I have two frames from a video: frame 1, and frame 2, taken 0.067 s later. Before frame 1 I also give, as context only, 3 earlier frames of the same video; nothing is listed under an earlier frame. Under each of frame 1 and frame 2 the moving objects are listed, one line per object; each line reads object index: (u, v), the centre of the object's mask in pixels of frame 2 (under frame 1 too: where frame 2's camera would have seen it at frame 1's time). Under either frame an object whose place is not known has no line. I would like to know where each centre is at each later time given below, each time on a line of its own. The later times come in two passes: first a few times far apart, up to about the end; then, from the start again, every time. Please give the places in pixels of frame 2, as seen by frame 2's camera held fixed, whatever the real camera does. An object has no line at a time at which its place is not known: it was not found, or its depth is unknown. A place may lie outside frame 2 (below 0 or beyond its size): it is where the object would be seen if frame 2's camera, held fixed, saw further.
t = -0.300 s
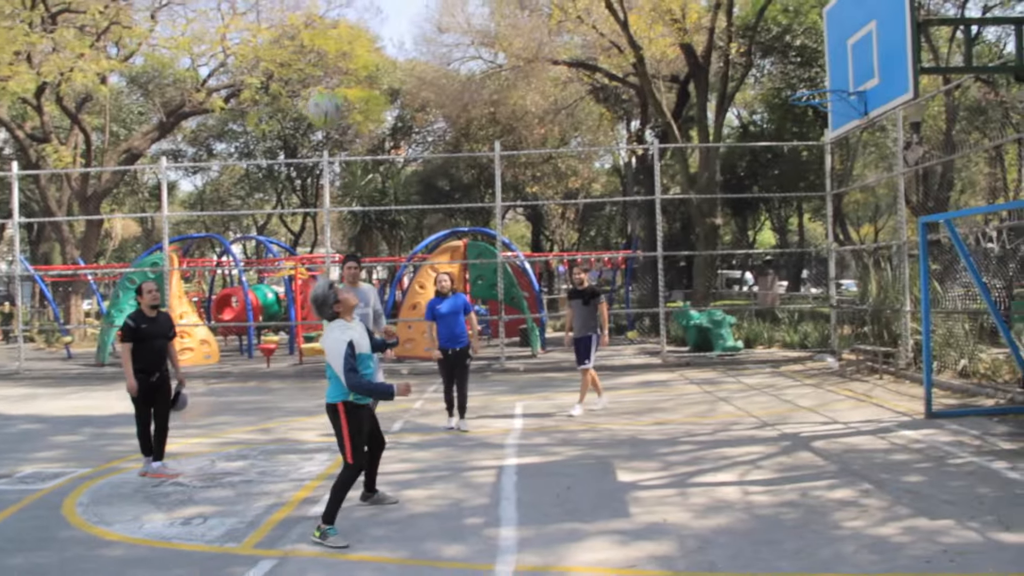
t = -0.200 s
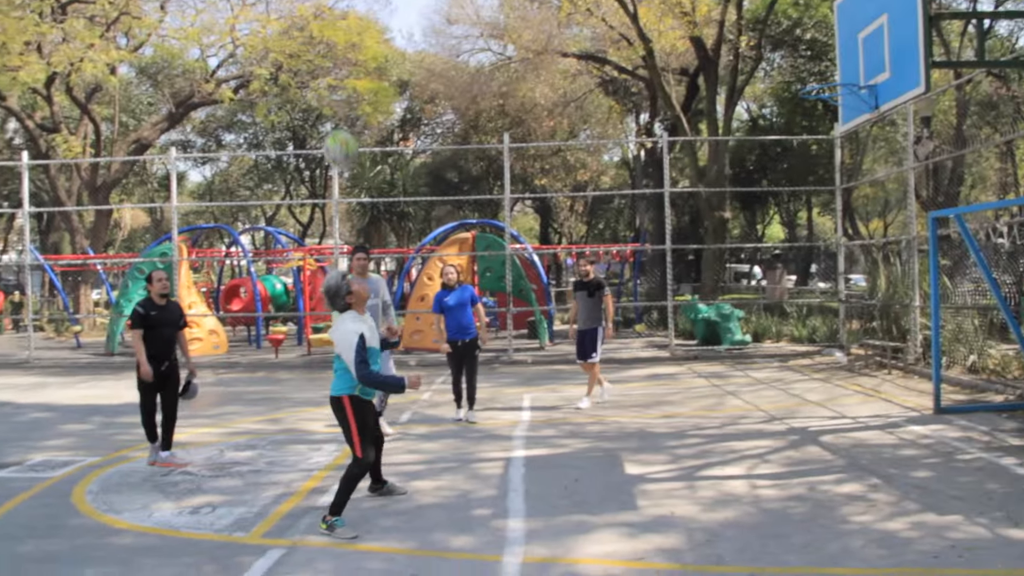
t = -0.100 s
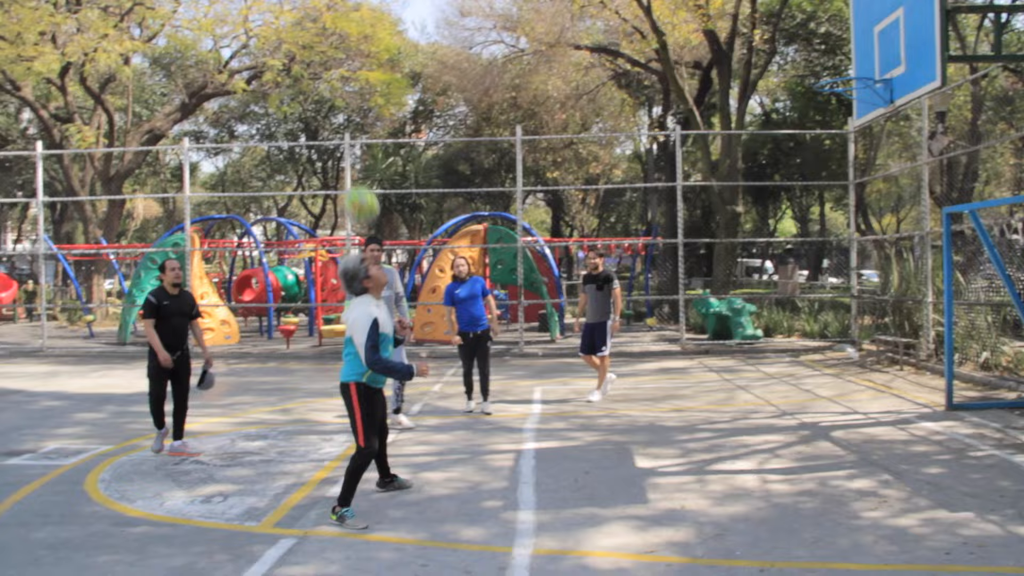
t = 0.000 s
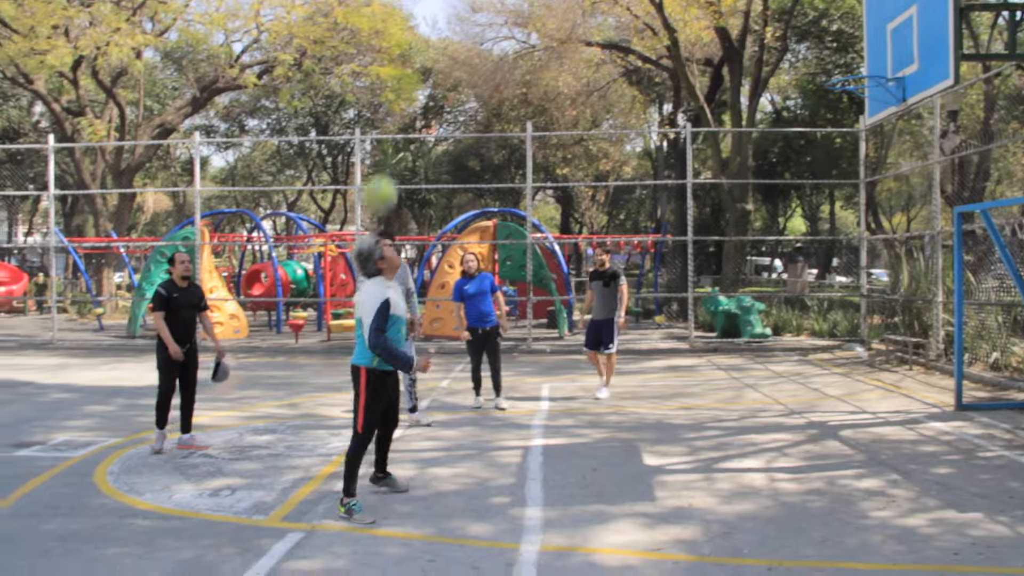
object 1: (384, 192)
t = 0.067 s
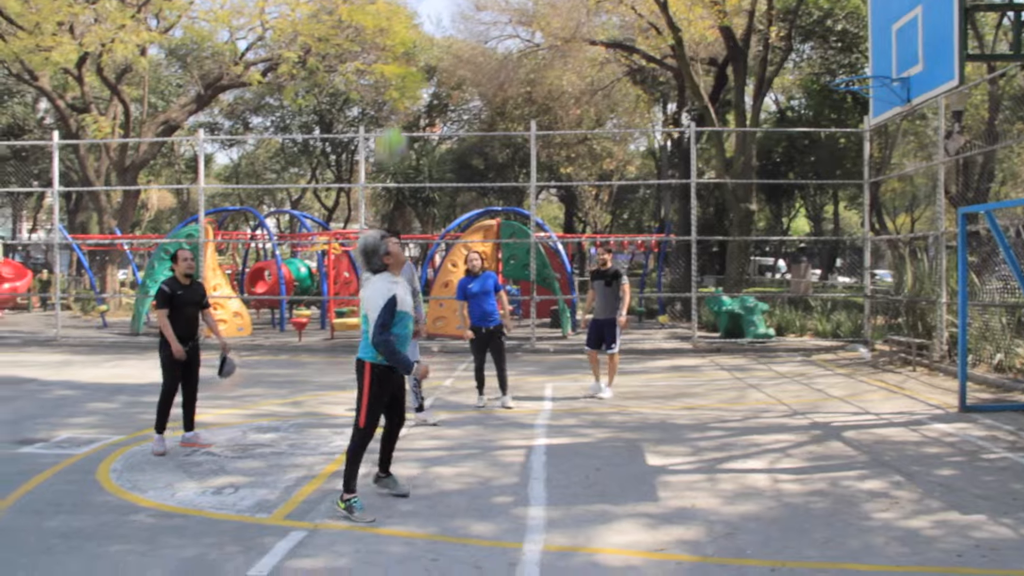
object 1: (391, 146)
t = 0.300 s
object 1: (416, 37)
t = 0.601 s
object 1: (443, 19)
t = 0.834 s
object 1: (463, 97)
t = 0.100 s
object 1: (395, 125)
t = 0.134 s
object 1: (398, 103)
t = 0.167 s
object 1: (403, 86)
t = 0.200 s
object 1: (406, 72)
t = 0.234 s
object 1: (408, 59)
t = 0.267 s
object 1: (413, 46)
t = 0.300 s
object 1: (416, 37)
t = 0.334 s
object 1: (419, 27)
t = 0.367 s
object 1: (422, 21)
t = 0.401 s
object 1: (425, 16)
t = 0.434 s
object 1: (428, 12)
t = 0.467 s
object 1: (431, 10)
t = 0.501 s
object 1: (434, 10)
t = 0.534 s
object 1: (437, 11)
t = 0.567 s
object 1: (440, 14)
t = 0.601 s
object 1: (443, 19)
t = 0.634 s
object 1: (446, 25)
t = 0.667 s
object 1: (449, 33)
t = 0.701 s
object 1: (453, 42)
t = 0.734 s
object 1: (455, 52)
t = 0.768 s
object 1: (458, 66)
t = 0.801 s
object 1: (461, 83)
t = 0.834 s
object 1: (463, 97)
